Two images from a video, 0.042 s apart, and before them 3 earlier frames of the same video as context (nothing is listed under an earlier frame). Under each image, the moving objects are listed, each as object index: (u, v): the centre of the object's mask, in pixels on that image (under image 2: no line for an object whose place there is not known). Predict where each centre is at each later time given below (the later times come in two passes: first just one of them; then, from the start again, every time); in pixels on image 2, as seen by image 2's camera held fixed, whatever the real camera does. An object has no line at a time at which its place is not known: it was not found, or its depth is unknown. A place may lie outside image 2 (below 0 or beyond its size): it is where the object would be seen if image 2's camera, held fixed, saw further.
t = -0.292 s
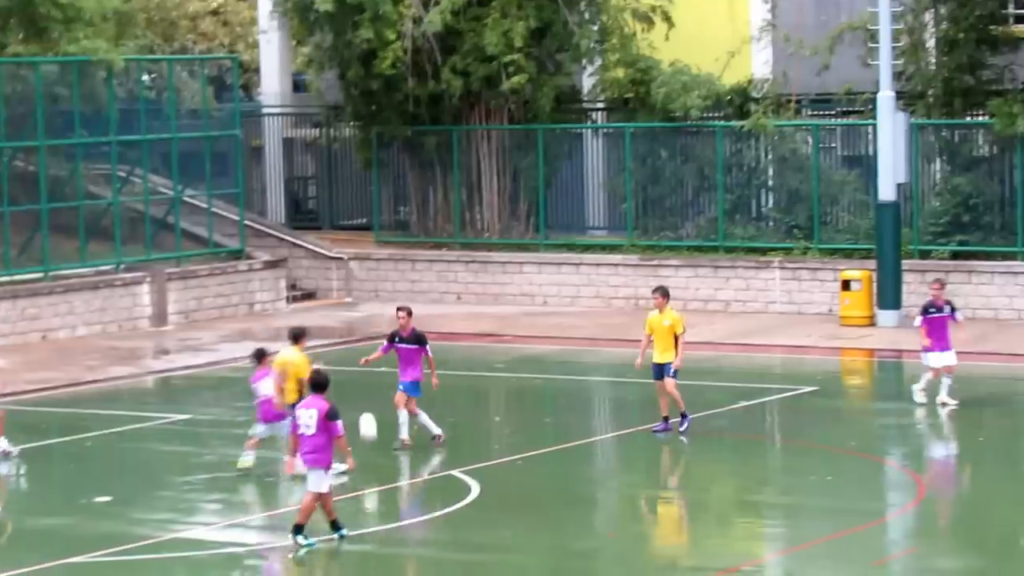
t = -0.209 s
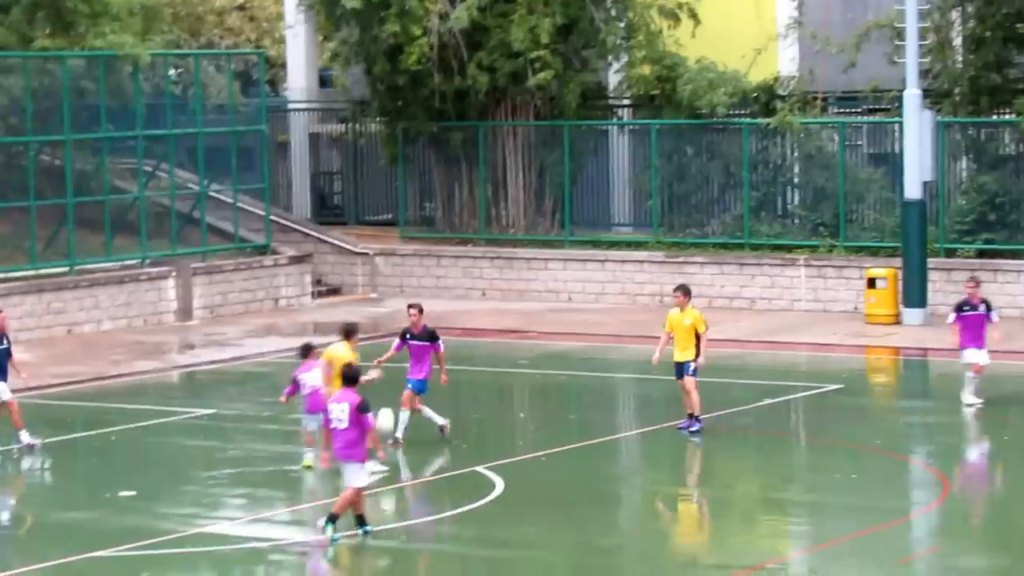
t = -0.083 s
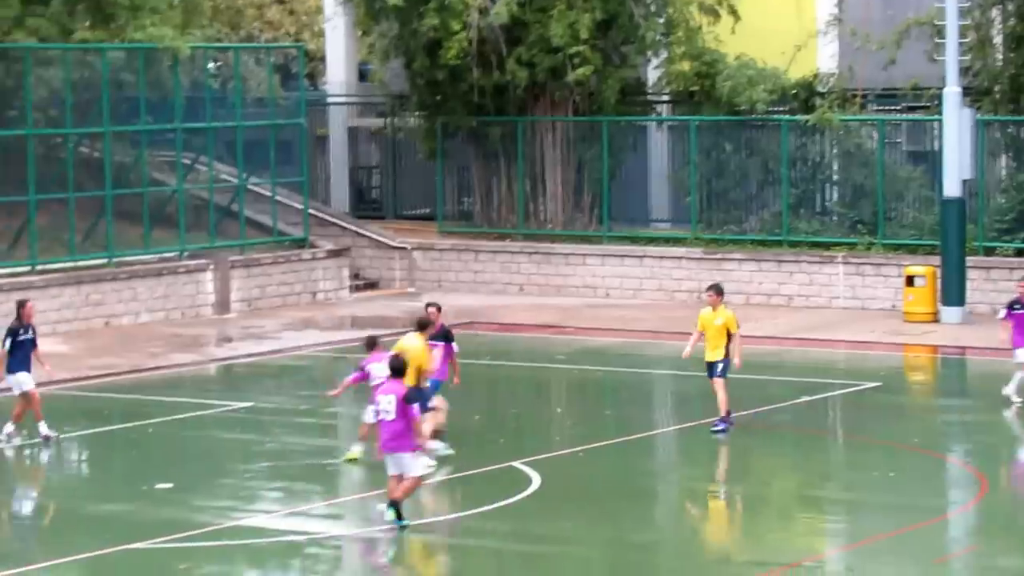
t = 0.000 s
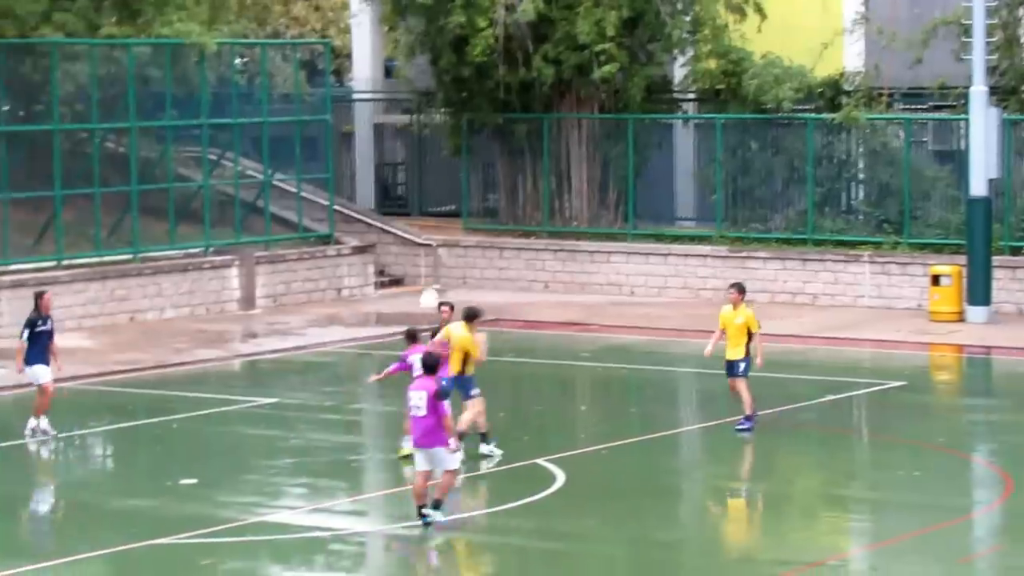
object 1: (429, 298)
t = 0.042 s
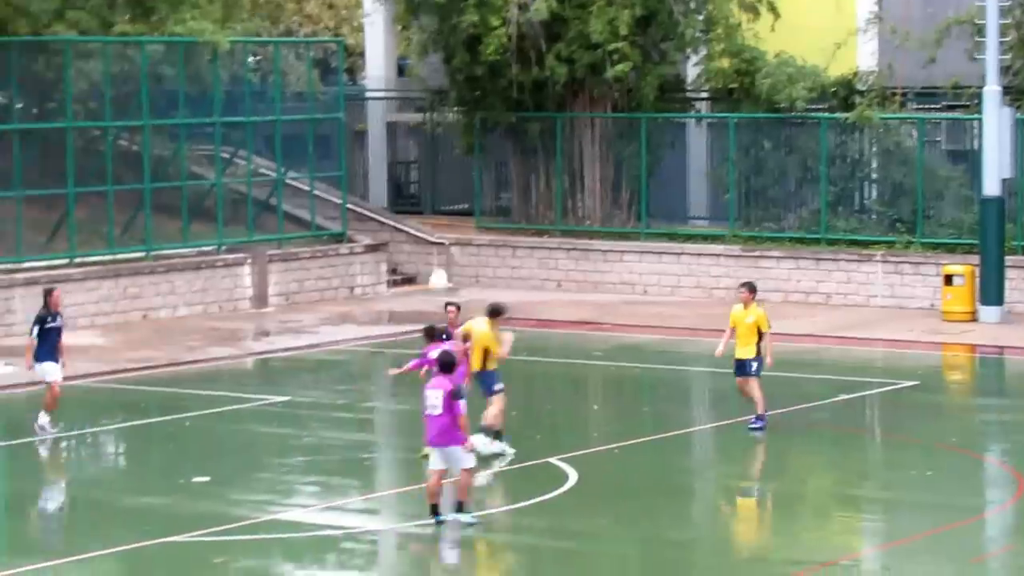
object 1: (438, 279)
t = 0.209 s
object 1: (427, 221)
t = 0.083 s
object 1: (435, 263)
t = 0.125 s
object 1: (432, 248)
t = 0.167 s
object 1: (430, 235)
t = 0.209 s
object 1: (427, 221)
